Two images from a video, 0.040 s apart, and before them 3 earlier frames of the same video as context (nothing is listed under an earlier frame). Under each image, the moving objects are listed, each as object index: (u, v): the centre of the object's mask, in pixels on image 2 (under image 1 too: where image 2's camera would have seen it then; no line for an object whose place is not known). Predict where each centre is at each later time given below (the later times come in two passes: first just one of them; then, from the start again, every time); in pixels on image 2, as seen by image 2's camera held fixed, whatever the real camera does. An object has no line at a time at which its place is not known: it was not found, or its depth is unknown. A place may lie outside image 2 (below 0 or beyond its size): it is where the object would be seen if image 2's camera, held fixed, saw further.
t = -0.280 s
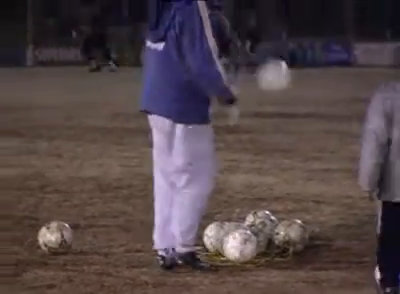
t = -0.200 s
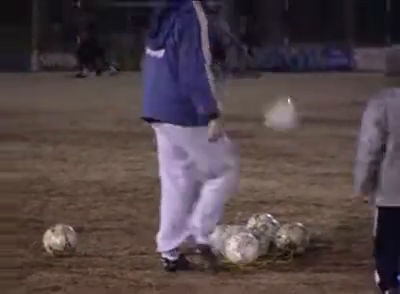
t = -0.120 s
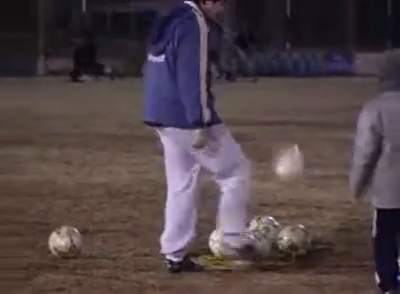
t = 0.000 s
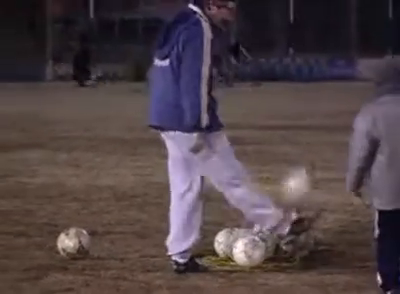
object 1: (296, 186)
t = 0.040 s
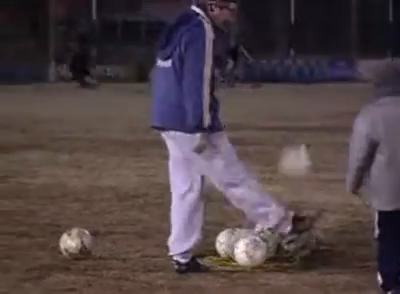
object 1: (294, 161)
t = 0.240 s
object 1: (289, 86)
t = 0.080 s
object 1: (292, 142)
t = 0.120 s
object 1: (294, 124)
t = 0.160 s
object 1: (291, 110)
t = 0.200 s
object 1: (290, 98)
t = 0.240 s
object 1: (289, 86)
